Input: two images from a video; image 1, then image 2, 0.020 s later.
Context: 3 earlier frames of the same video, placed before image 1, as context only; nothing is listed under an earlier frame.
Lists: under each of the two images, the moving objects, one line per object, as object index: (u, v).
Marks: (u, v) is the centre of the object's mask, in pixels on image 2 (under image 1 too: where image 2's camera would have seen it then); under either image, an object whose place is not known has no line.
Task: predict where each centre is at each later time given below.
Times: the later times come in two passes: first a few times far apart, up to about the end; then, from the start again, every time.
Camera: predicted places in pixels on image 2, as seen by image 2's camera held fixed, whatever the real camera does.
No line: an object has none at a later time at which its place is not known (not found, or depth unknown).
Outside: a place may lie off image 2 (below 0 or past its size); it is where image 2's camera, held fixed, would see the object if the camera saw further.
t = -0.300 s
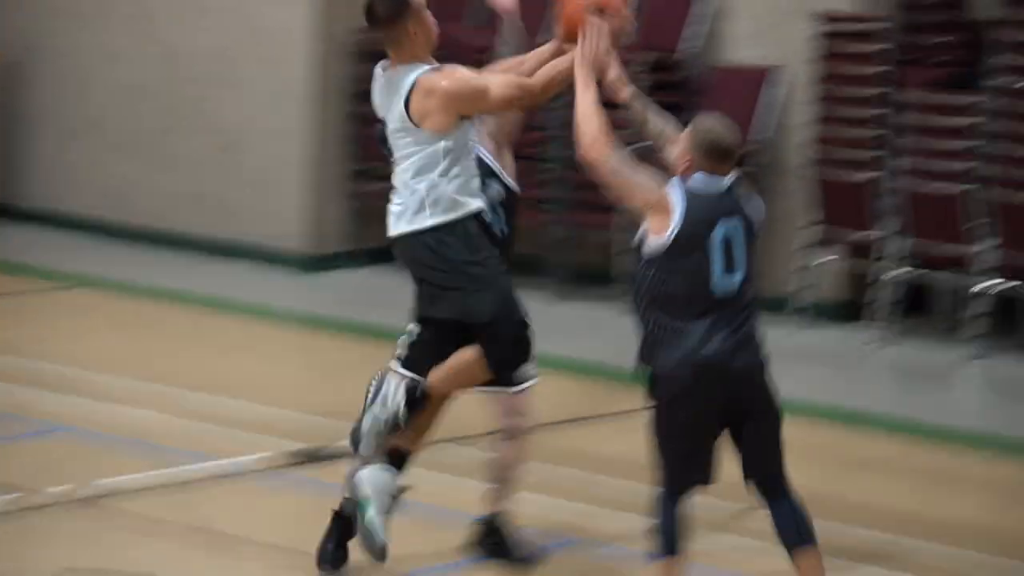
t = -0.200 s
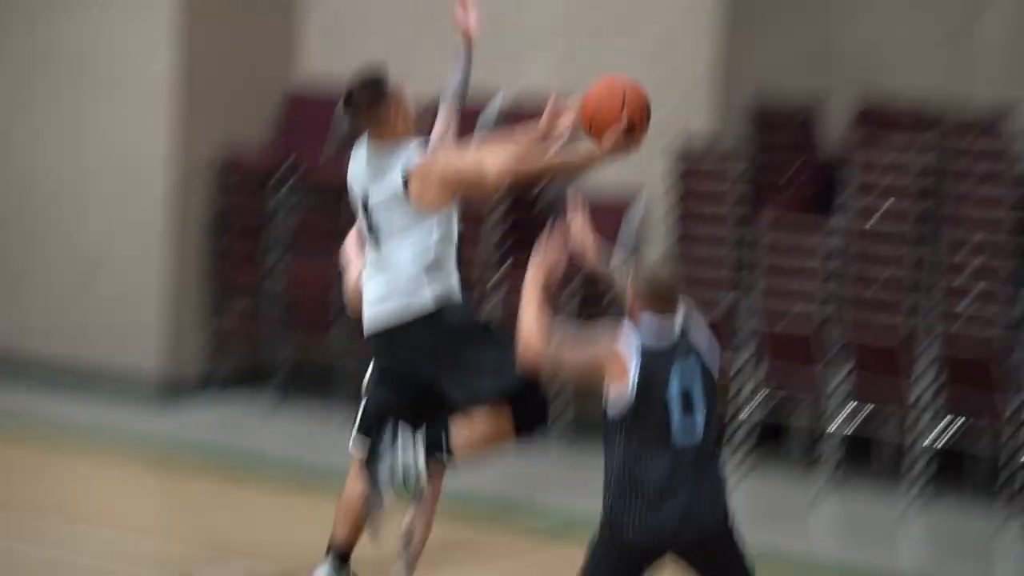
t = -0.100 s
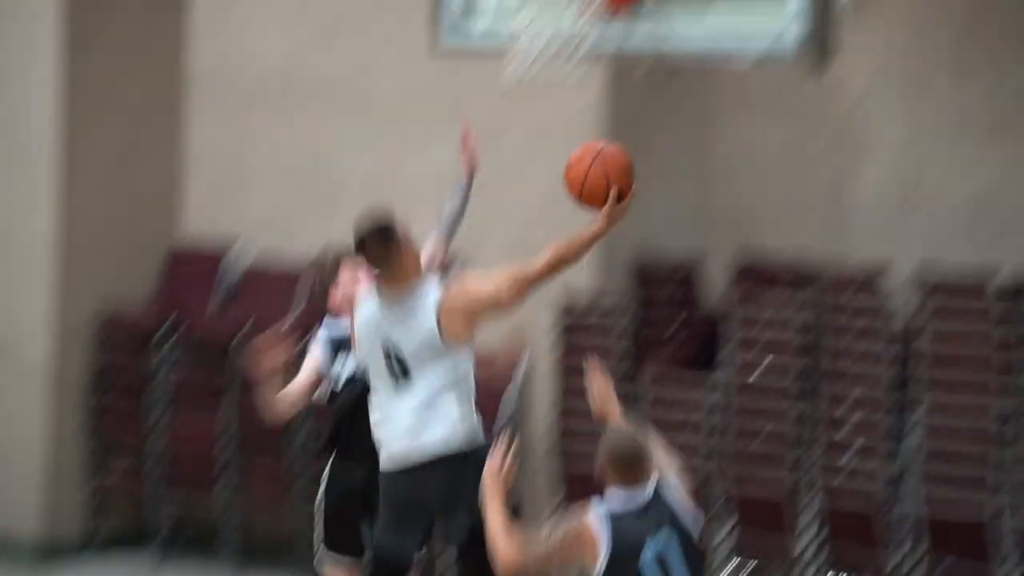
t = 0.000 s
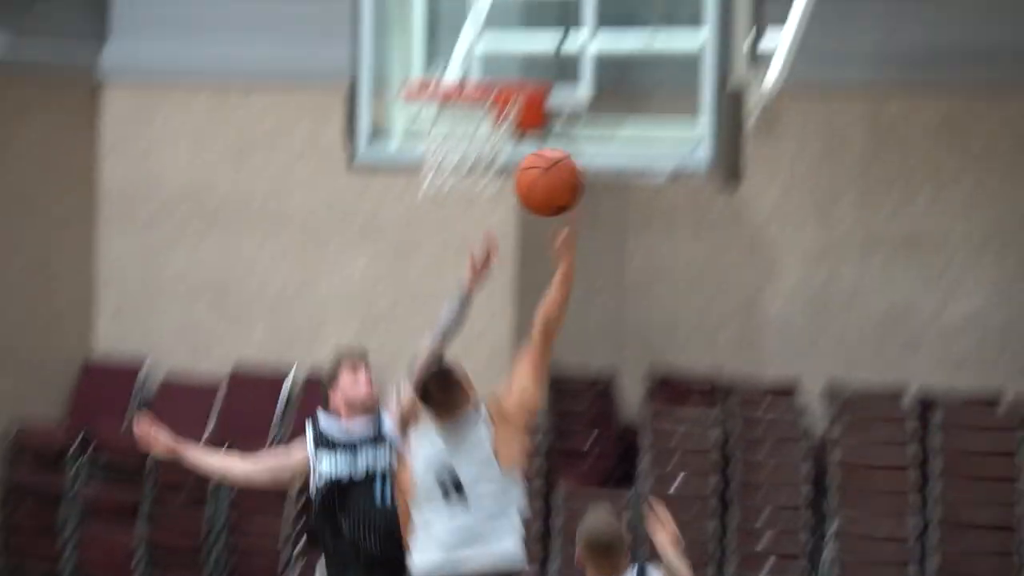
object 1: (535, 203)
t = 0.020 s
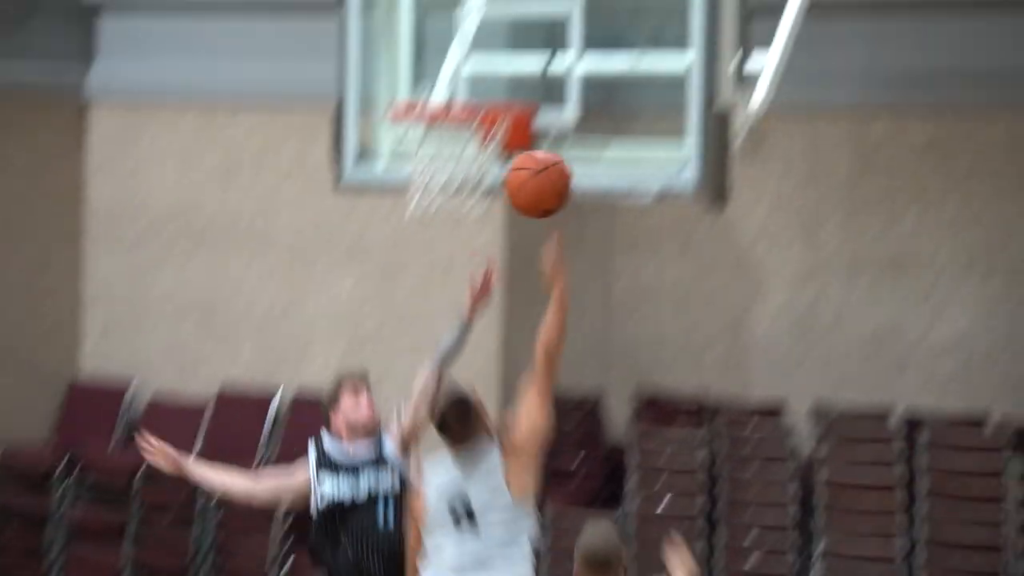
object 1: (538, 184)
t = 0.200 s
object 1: (558, 71)
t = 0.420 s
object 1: (582, 49)
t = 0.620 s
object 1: (527, 117)
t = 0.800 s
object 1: (479, 246)
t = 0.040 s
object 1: (540, 166)
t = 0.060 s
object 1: (543, 150)
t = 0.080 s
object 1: (545, 135)
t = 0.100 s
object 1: (548, 122)
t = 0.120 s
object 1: (549, 110)
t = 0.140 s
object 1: (553, 99)
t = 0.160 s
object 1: (555, 88)
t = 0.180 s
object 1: (556, 79)
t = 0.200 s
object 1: (558, 71)
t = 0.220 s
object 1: (560, 64)
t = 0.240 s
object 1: (562, 57)
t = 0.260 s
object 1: (565, 53)
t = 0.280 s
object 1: (568, 48)
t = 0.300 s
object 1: (571, 46)
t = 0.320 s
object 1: (573, 44)
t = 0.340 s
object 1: (575, 44)
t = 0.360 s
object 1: (578, 44)
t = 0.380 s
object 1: (579, 44)
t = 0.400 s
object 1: (581, 46)
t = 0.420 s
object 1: (582, 49)
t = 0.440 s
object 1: (584, 55)
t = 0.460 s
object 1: (585, 61)
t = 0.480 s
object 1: (578, 65)
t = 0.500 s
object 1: (571, 70)
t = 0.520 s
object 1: (563, 75)
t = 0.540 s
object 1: (555, 82)
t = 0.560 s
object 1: (548, 89)
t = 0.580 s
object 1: (541, 98)
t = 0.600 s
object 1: (534, 107)
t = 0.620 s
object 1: (527, 117)
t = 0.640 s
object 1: (518, 130)
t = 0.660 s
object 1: (514, 140)
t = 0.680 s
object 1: (508, 149)
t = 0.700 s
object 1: (504, 165)
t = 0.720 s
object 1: (498, 179)
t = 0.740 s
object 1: (493, 196)
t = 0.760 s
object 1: (488, 211)
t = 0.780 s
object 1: (484, 227)
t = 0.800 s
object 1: (479, 246)
